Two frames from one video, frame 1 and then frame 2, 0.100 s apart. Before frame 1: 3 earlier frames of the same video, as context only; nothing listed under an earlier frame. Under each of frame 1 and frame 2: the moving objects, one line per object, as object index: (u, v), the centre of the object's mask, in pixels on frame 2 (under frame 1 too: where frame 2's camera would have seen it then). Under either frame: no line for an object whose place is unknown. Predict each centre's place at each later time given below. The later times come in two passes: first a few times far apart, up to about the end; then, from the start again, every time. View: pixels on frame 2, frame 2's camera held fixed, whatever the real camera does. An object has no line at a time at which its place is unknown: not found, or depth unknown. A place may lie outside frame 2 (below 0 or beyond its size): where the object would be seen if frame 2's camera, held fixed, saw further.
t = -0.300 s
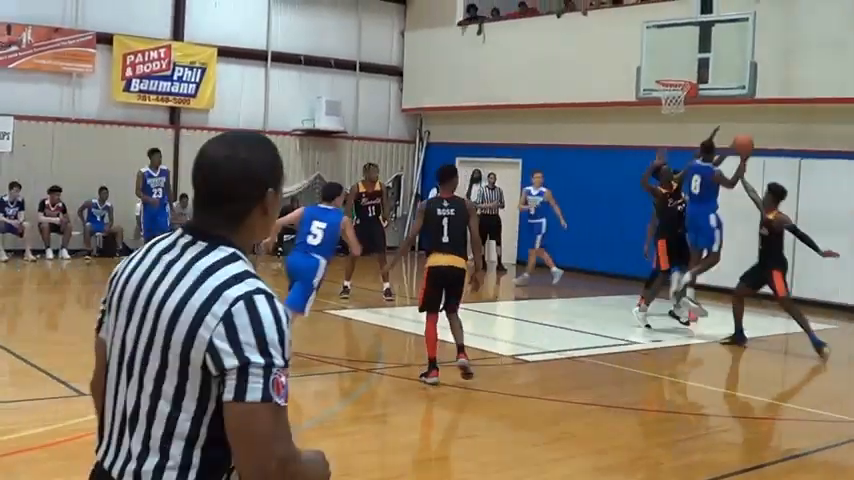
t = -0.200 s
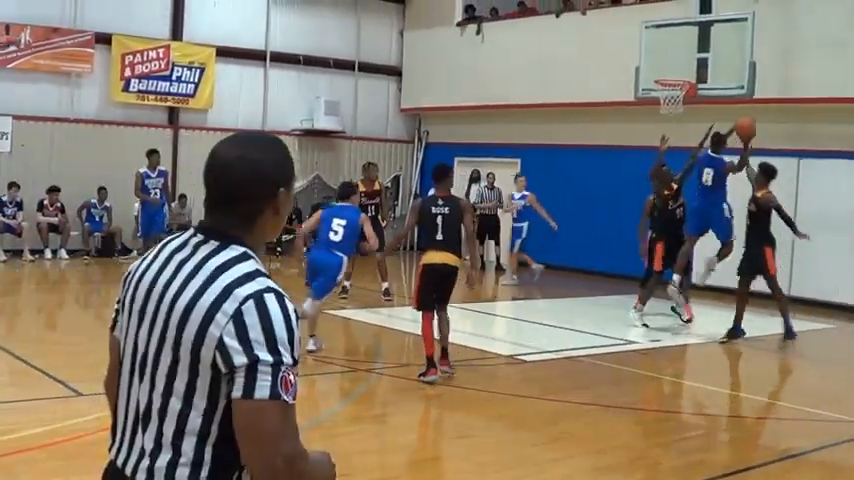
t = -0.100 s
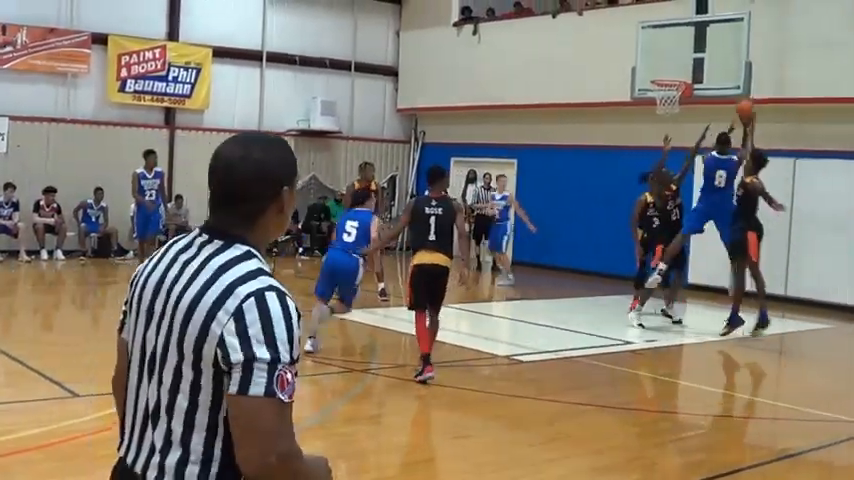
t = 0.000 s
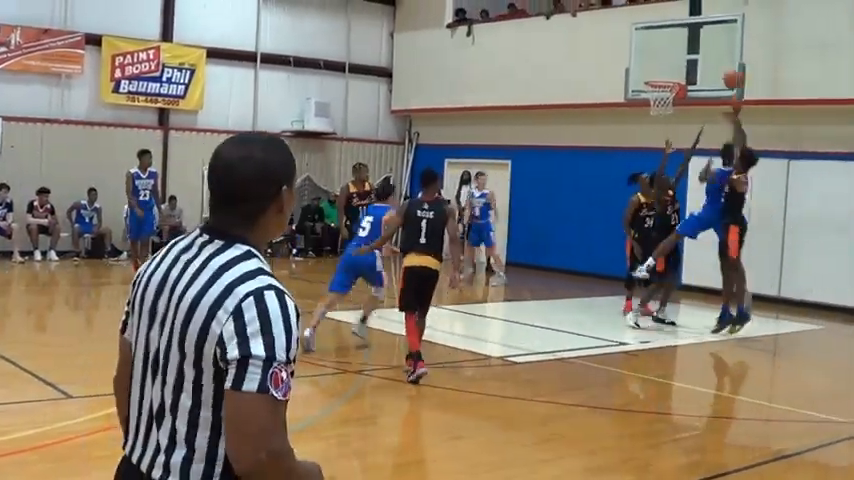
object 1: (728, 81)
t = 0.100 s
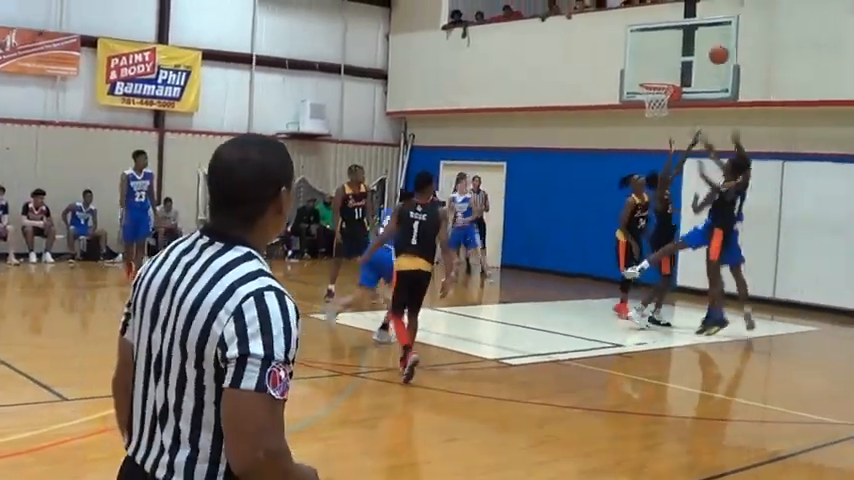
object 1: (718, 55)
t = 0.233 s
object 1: (705, 32)
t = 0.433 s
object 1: (687, 29)
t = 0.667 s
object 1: (664, 61)
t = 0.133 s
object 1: (715, 48)
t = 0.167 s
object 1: (712, 42)
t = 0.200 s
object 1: (709, 38)
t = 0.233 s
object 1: (705, 32)
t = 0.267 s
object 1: (702, 30)
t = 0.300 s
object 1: (700, 28)
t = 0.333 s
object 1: (693, 27)
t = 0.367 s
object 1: (692, 27)
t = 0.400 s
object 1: (690, 28)
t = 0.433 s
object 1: (687, 29)
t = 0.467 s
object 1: (683, 31)
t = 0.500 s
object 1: (679, 34)
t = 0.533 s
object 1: (675, 38)
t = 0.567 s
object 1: (673, 42)
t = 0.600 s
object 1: (670, 48)
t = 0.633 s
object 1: (667, 53)
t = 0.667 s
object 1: (664, 61)
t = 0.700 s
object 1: (661, 68)
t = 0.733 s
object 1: (658, 75)
